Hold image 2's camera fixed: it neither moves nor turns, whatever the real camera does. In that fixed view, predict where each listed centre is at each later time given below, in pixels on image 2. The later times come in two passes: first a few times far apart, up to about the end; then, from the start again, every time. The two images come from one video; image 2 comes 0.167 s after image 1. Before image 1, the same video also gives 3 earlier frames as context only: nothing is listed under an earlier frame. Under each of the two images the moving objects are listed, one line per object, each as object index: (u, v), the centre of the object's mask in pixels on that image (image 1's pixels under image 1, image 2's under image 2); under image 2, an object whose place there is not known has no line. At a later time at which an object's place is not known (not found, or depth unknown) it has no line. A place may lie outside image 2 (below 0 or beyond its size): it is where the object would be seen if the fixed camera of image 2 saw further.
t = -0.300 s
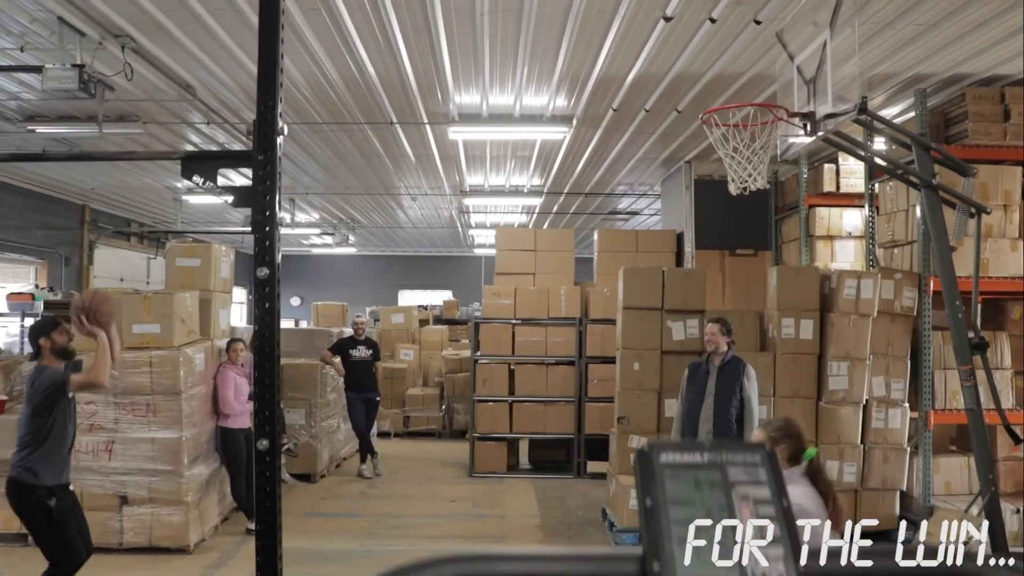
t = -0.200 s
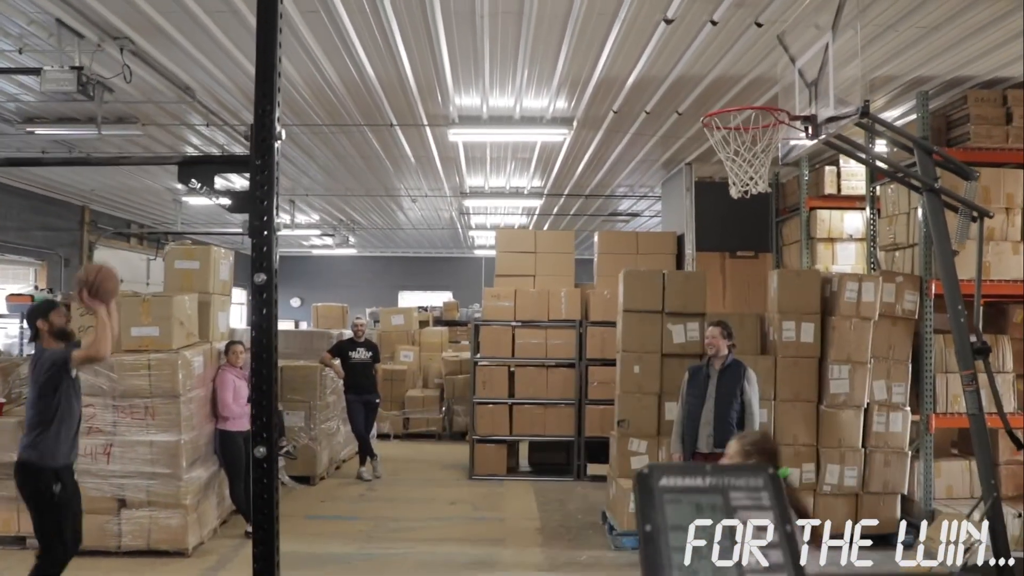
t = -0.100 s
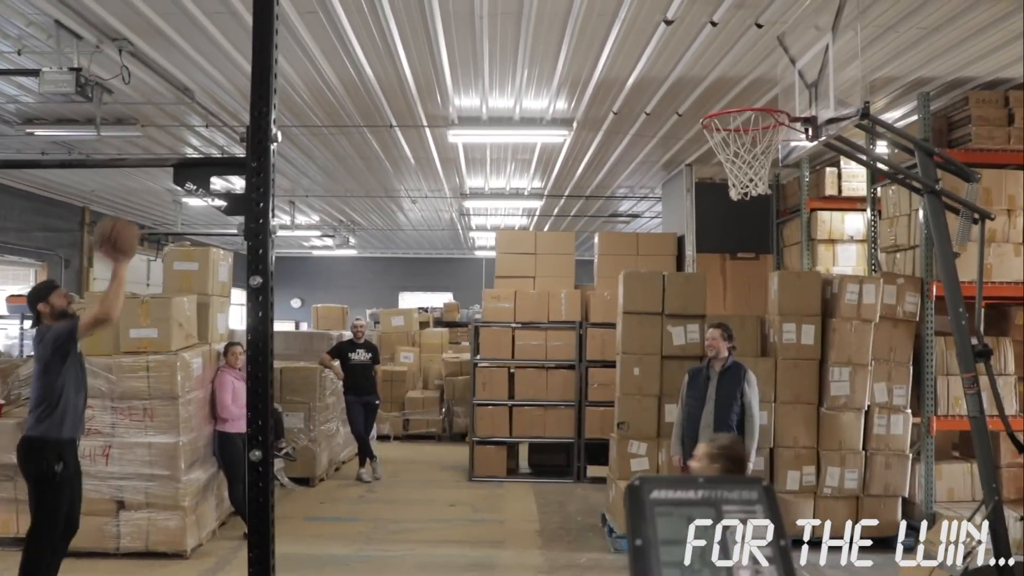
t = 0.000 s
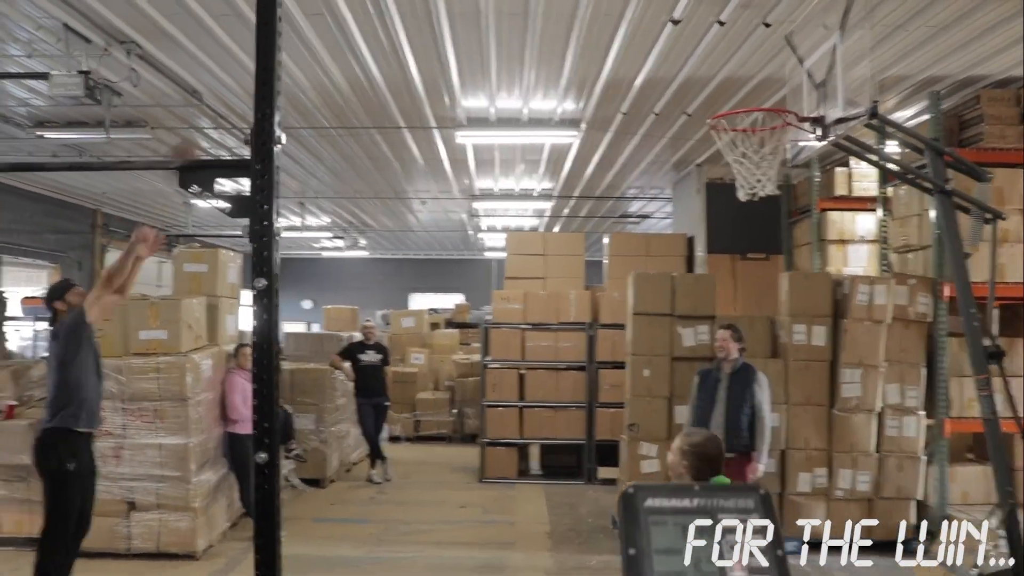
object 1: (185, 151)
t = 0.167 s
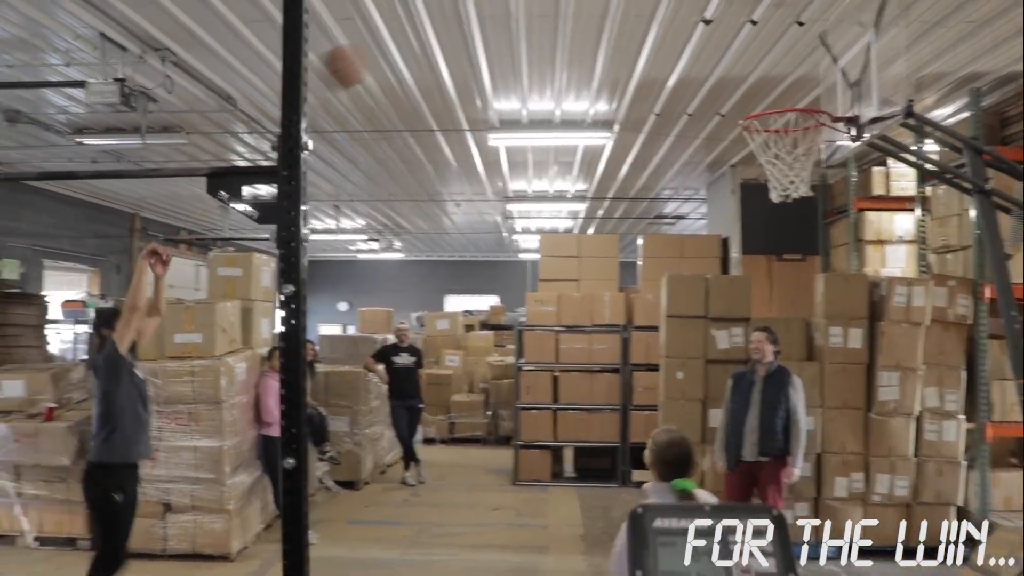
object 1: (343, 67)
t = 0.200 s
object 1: (370, 53)
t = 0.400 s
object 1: (512, 14)
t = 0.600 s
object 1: (650, 44)
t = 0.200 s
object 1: (370, 53)
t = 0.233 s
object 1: (393, 41)
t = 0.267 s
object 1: (413, 33)
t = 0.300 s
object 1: (442, 24)
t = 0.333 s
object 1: (464, 18)
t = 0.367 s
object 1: (491, 14)
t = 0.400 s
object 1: (512, 14)
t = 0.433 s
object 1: (536, 14)
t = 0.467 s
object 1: (558, 16)
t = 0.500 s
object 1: (582, 20)
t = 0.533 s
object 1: (604, 26)
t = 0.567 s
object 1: (629, 36)
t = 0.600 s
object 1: (650, 44)
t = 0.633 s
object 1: (670, 56)
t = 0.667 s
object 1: (696, 72)
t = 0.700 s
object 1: (717, 88)
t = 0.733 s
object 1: (737, 100)
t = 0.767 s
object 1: (748, 104)
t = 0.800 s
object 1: (758, 100)
